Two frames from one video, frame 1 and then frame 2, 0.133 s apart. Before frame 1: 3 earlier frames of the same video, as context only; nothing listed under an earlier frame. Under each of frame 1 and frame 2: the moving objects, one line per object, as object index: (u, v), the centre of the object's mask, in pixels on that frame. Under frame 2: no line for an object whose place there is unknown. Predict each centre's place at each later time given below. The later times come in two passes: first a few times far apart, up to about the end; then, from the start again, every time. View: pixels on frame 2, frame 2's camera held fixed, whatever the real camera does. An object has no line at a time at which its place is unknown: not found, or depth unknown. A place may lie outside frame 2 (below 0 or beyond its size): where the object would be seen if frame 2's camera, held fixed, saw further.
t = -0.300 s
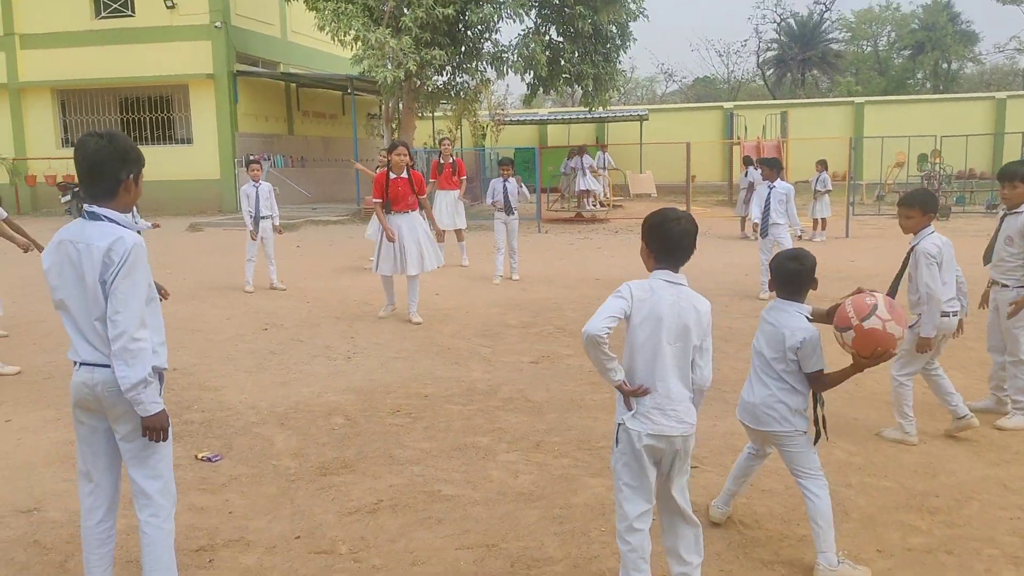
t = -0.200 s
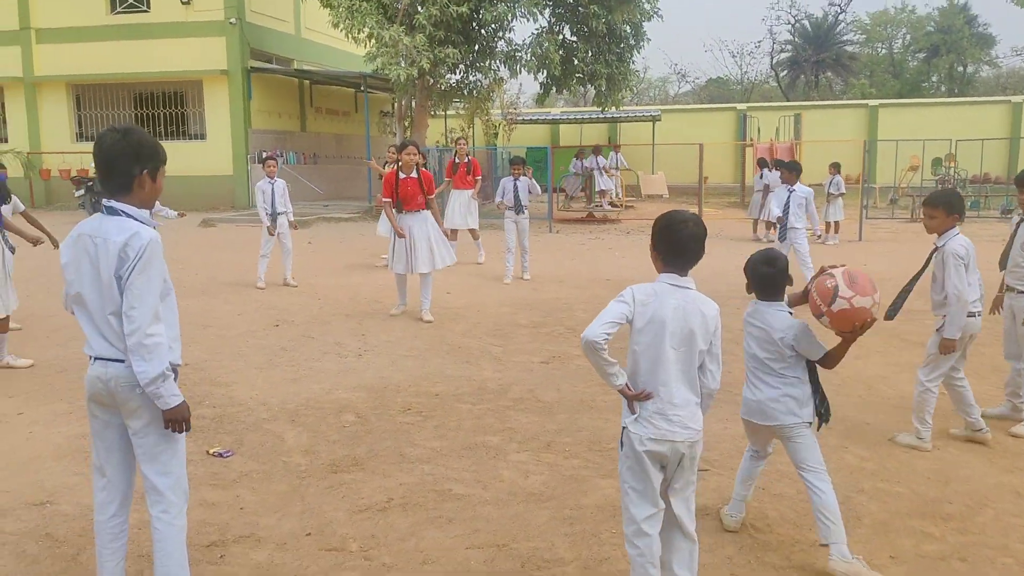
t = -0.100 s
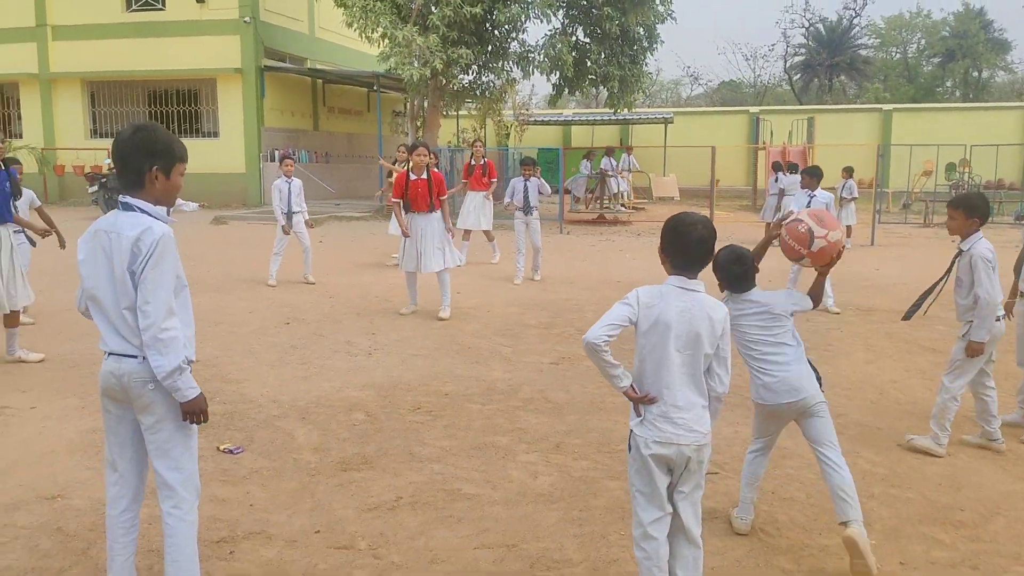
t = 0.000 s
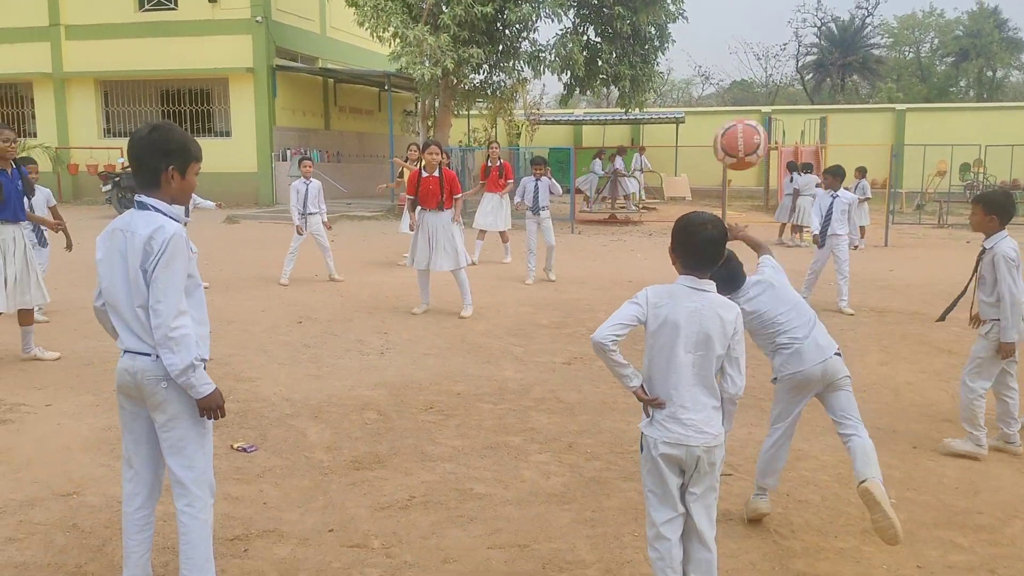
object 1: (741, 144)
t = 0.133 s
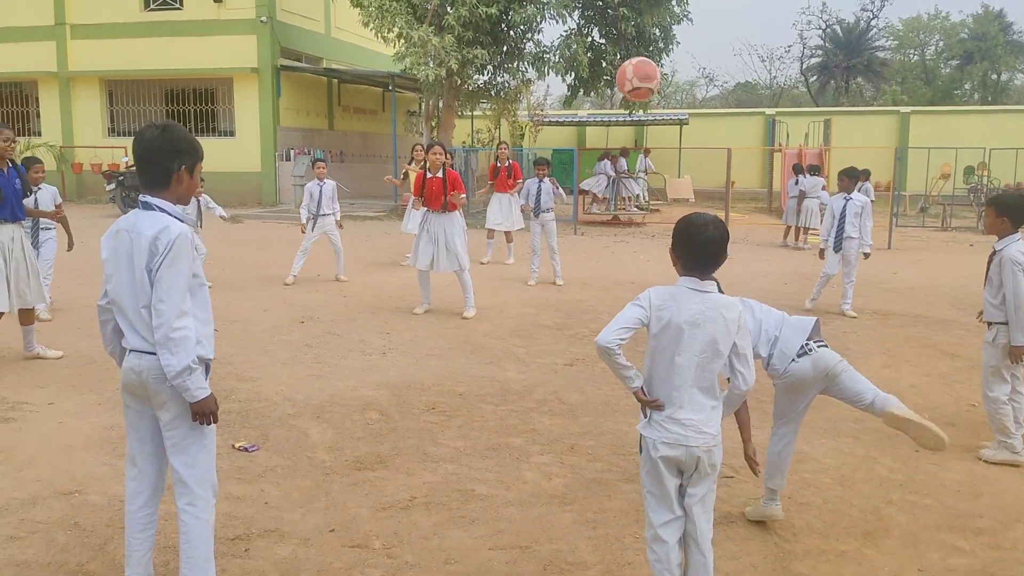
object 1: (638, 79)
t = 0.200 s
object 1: (597, 66)
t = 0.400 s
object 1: (506, 75)
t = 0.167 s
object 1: (617, 71)
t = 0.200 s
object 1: (597, 66)
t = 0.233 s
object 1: (579, 62)
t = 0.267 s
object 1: (562, 61)
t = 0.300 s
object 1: (546, 63)
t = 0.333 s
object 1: (532, 65)
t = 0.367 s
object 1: (518, 70)
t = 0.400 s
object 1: (506, 75)
